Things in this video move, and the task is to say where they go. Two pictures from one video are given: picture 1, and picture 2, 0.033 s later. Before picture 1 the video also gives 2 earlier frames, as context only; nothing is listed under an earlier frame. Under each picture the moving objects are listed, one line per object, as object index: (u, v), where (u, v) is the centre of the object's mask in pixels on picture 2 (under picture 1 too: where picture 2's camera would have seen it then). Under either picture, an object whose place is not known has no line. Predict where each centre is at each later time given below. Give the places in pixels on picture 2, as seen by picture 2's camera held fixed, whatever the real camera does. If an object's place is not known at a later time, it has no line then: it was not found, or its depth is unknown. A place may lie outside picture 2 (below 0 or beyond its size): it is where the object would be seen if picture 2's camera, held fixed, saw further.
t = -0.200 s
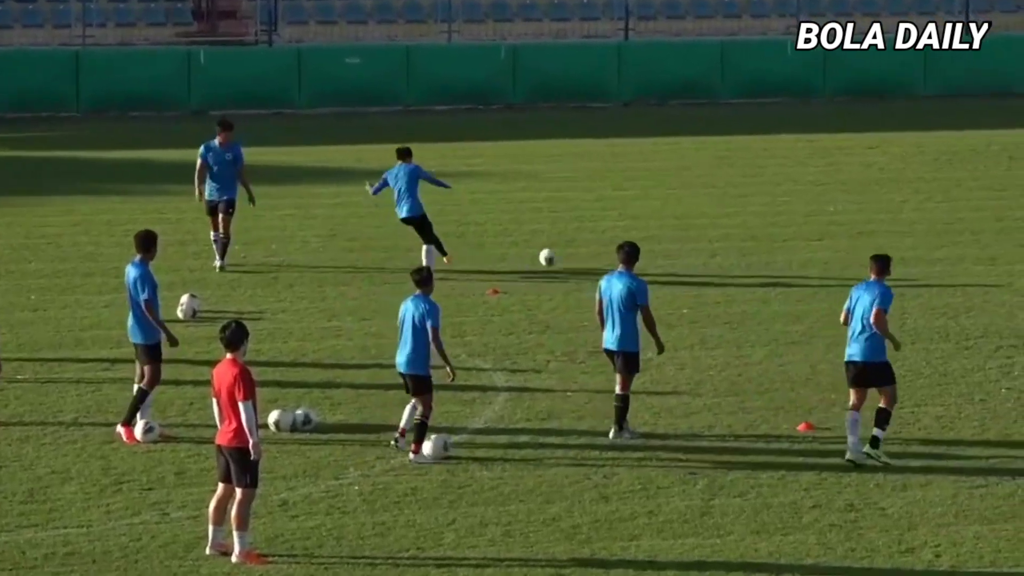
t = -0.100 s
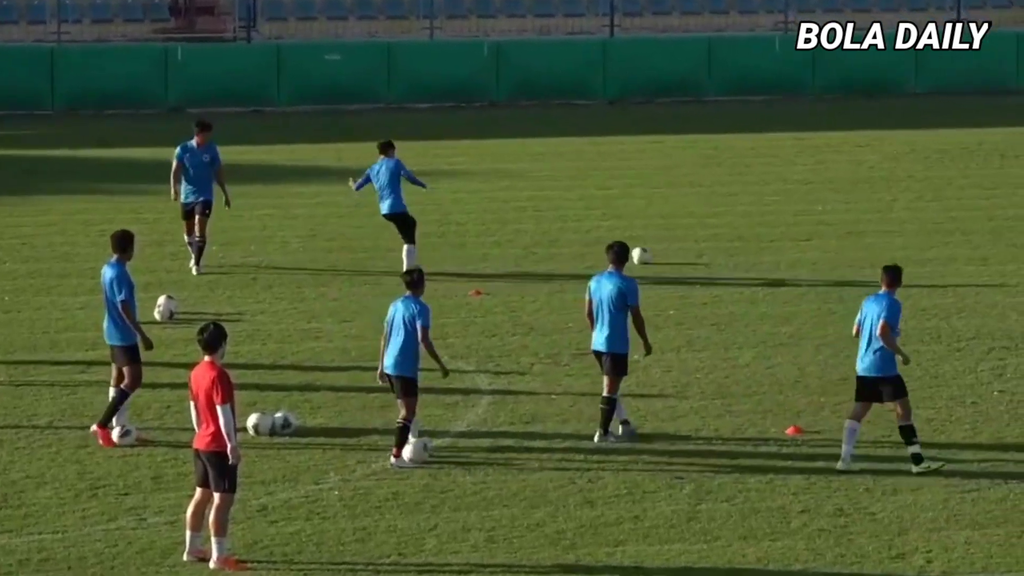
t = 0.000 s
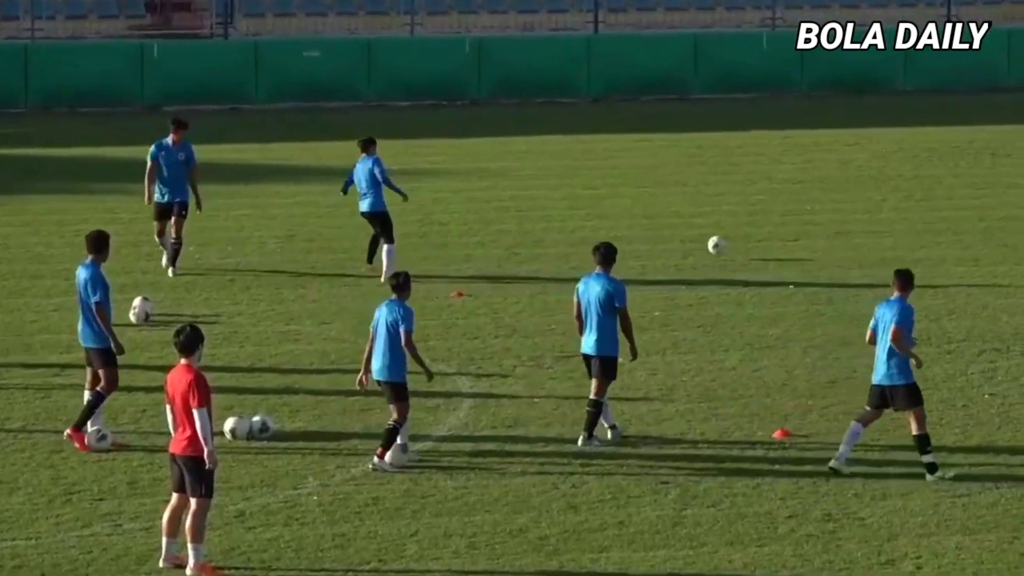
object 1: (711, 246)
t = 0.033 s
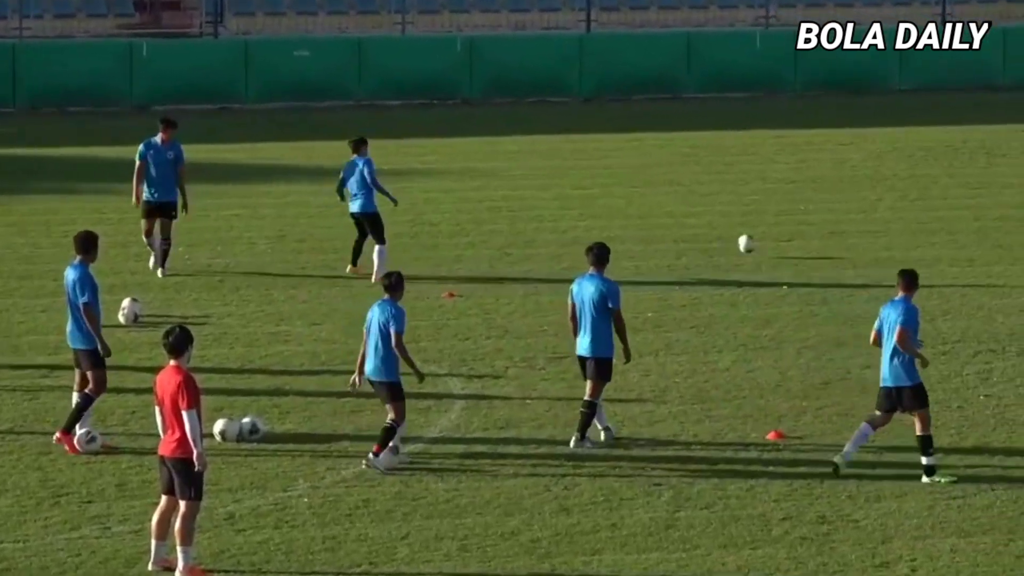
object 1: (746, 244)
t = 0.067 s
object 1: (779, 245)
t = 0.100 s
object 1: (796, 246)
